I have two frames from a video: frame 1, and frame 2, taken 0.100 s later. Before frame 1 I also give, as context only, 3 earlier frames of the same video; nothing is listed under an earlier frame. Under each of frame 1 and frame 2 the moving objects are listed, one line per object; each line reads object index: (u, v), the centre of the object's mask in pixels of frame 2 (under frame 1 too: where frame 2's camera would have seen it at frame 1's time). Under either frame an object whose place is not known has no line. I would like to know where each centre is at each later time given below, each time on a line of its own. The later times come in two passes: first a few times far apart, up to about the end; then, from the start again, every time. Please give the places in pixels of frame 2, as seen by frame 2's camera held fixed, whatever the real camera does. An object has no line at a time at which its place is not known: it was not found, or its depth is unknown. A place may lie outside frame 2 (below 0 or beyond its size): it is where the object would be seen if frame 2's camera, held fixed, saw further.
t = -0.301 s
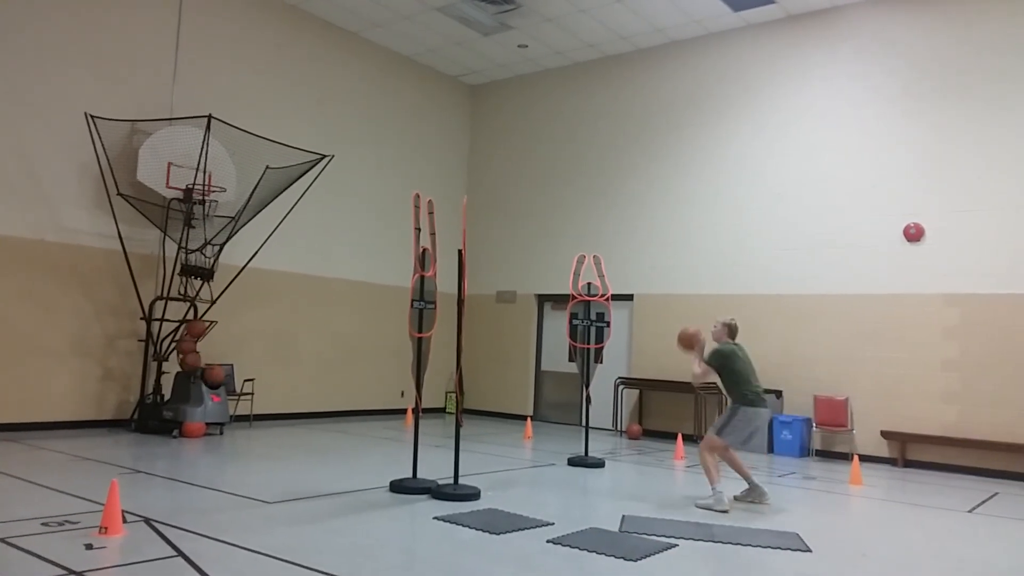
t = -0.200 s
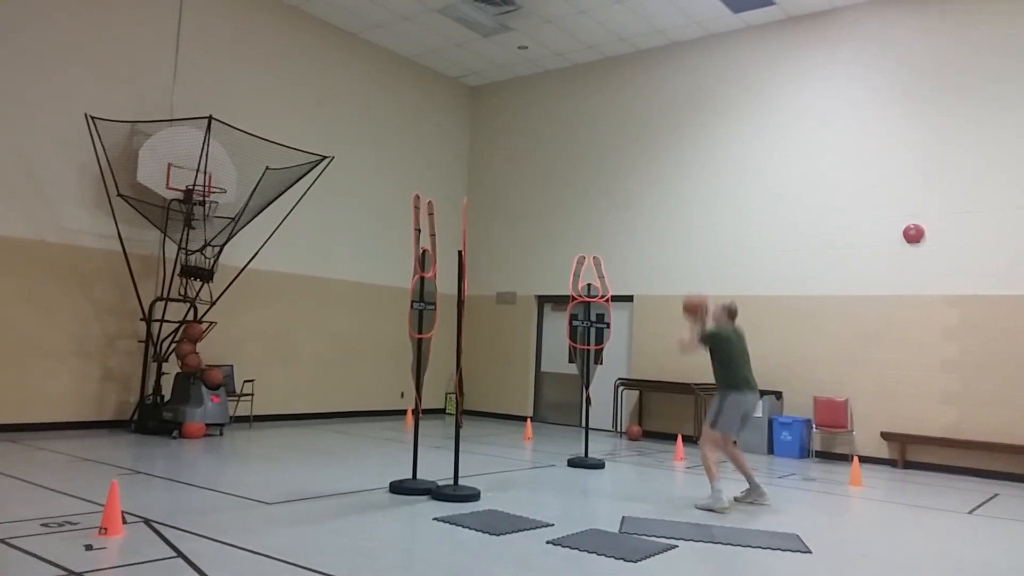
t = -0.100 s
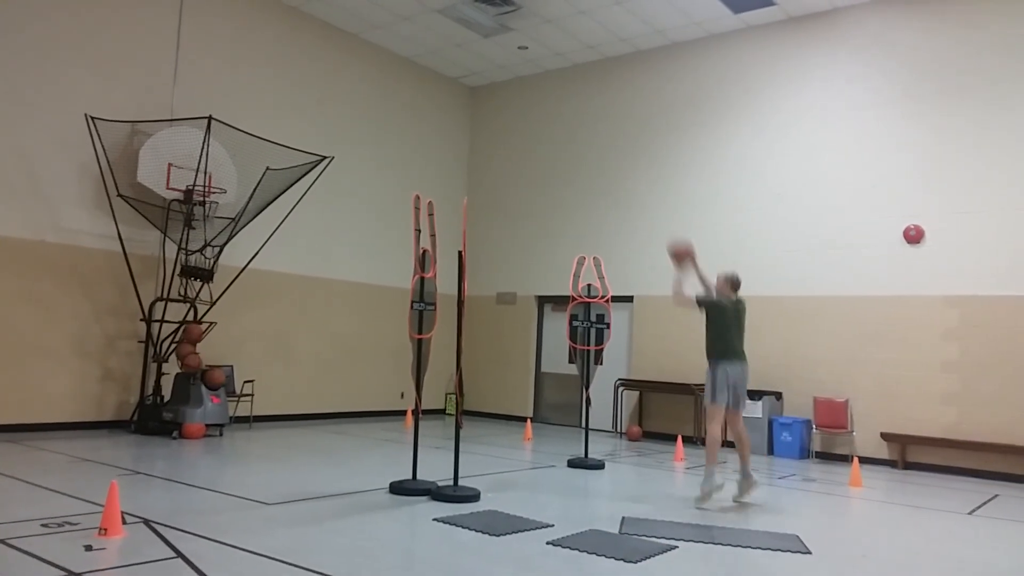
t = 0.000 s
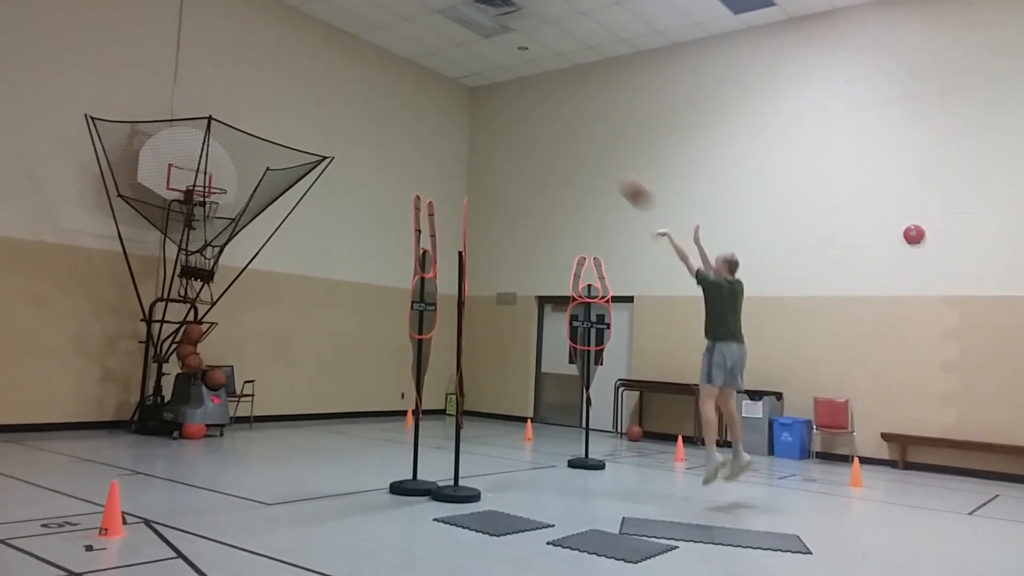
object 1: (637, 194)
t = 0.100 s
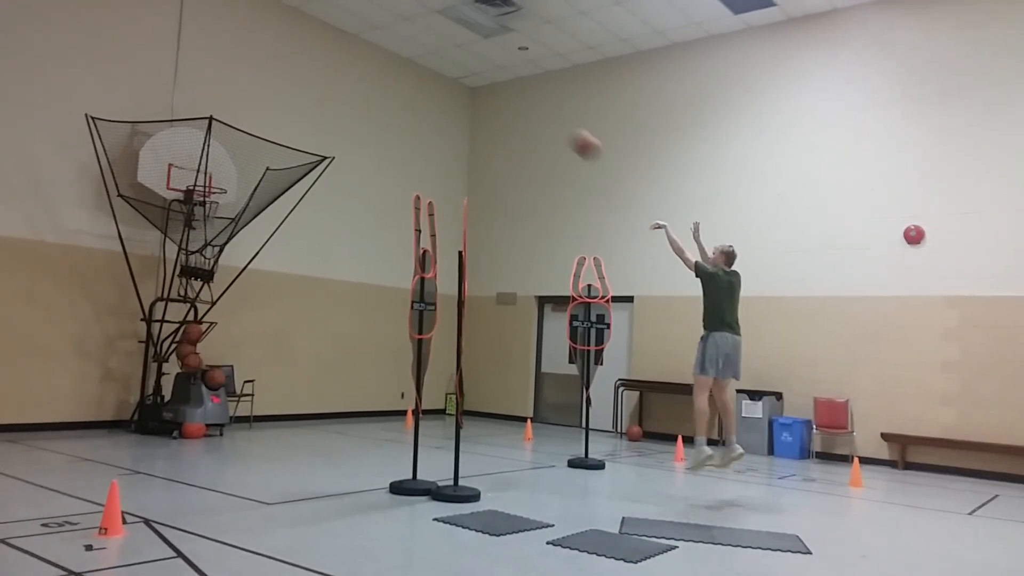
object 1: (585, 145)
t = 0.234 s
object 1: (522, 100)
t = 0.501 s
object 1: (407, 69)
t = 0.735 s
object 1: (316, 90)
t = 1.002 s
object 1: (224, 163)
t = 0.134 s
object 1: (569, 132)
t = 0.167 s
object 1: (553, 121)
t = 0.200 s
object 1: (536, 109)
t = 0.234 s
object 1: (522, 100)
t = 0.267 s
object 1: (507, 93)
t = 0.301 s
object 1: (493, 87)
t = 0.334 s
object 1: (478, 81)
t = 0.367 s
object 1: (463, 76)
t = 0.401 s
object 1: (449, 73)
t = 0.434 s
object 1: (434, 70)
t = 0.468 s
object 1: (420, 69)
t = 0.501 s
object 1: (407, 69)
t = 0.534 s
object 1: (393, 69)
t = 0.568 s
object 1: (380, 70)
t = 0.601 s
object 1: (367, 72)
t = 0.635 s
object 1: (353, 75)
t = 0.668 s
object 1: (341, 79)
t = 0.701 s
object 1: (330, 84)
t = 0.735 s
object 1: (316, 90)
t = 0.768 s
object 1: (304, 96)
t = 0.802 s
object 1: (292, 104)
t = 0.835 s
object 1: (280, 112)
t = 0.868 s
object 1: (268, 121)
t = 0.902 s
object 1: (257, 130)
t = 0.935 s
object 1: (245, 142)
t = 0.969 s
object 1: (234, 152)
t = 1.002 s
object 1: (224, 163)
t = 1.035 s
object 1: (212, 176)
